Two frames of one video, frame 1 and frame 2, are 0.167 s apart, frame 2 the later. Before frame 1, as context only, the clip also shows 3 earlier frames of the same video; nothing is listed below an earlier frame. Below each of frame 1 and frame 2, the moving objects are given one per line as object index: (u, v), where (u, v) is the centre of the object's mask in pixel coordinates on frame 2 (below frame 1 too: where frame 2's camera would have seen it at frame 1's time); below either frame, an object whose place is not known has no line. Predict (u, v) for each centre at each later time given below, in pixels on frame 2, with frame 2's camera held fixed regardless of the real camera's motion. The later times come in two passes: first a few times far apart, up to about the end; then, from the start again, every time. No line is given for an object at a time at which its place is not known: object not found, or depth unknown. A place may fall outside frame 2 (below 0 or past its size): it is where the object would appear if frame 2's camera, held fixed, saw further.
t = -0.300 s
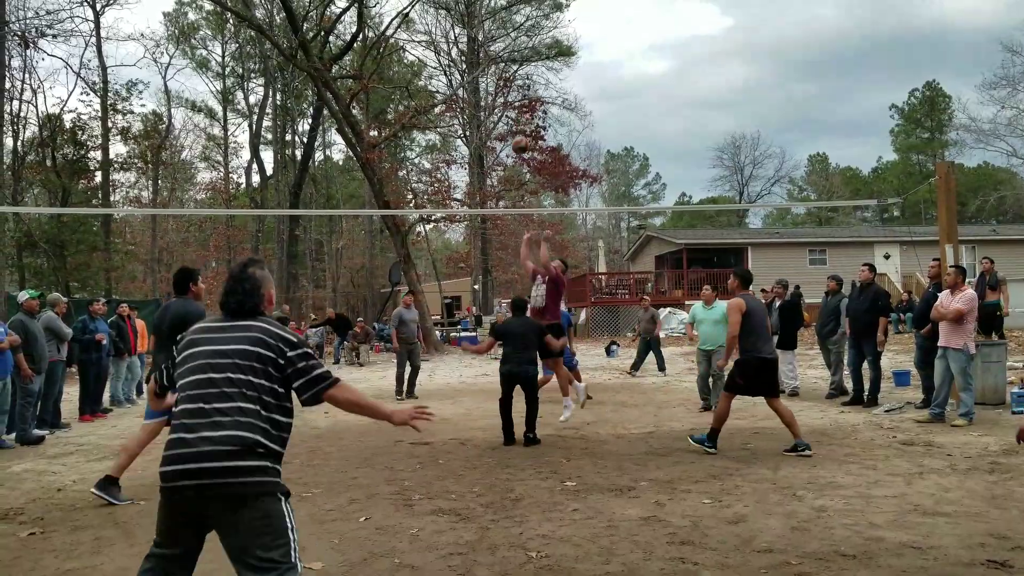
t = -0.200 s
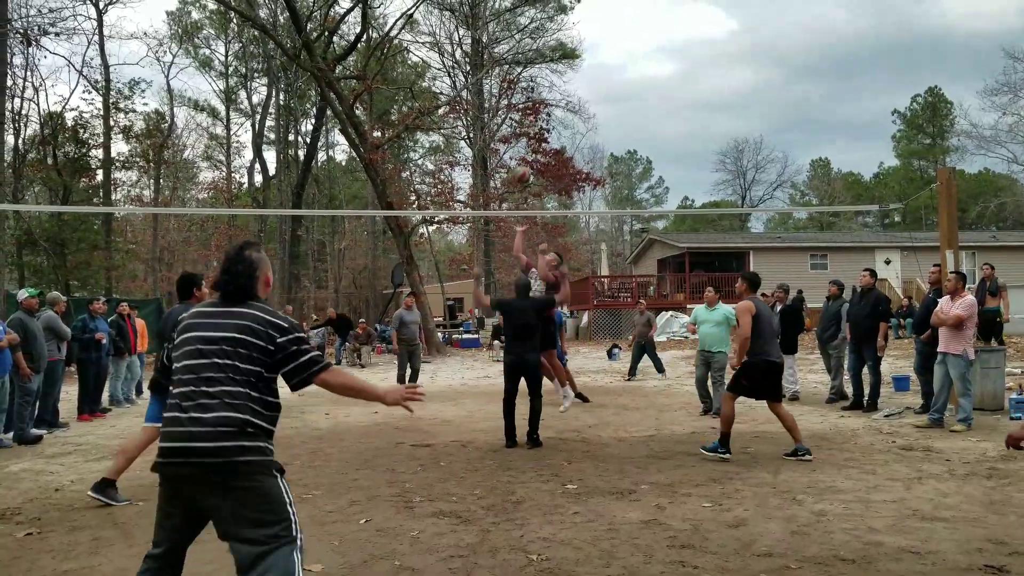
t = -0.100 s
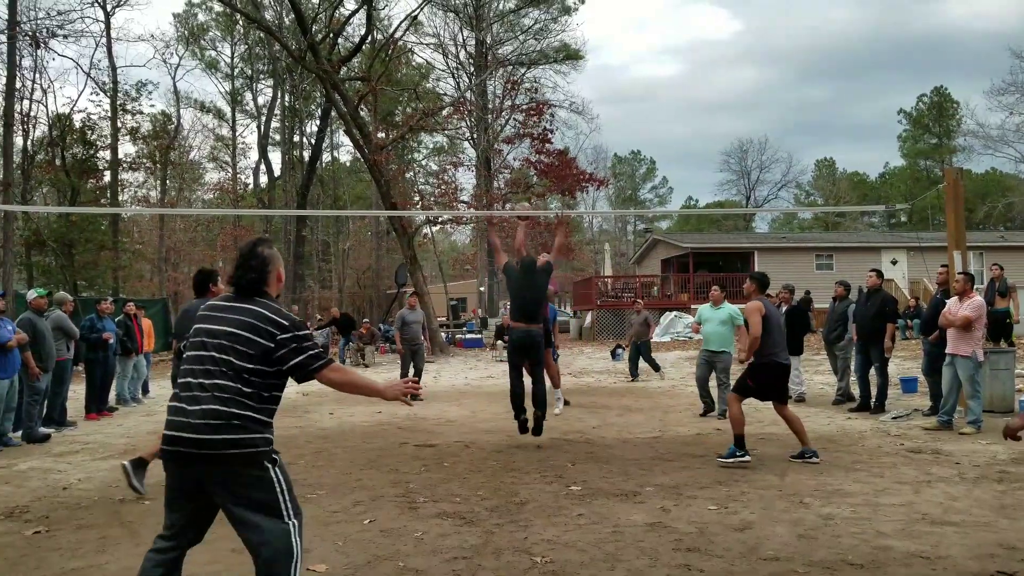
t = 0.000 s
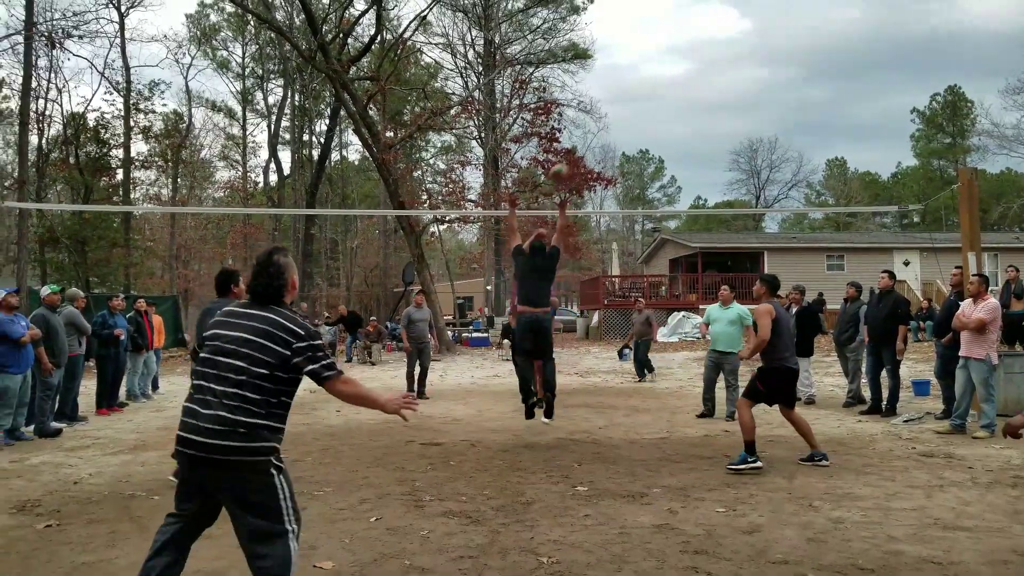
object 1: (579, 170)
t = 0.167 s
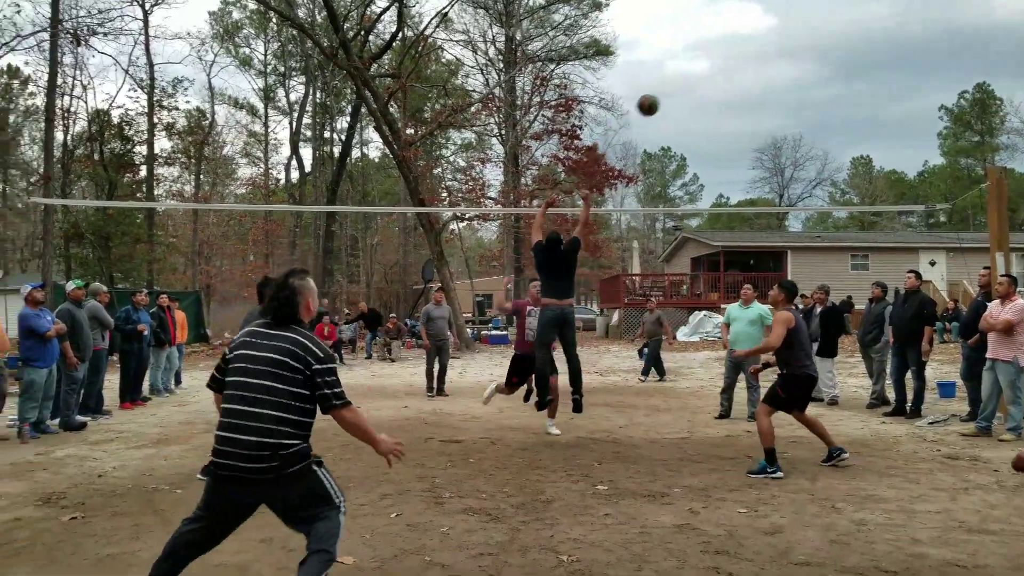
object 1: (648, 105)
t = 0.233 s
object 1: (681, 81)
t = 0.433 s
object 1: (807, 30)
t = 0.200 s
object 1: (664, 93)
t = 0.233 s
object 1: (681, 81)
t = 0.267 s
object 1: (699, 71)
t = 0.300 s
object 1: (718, 61)
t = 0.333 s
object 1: (738, 52)
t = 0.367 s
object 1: (760, 44)
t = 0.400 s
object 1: (783, 36)
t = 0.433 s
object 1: (807, 30)
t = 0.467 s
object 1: (834, 25)
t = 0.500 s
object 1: (861, 21)
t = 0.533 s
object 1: (890, 20)
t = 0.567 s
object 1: (922, 20)
